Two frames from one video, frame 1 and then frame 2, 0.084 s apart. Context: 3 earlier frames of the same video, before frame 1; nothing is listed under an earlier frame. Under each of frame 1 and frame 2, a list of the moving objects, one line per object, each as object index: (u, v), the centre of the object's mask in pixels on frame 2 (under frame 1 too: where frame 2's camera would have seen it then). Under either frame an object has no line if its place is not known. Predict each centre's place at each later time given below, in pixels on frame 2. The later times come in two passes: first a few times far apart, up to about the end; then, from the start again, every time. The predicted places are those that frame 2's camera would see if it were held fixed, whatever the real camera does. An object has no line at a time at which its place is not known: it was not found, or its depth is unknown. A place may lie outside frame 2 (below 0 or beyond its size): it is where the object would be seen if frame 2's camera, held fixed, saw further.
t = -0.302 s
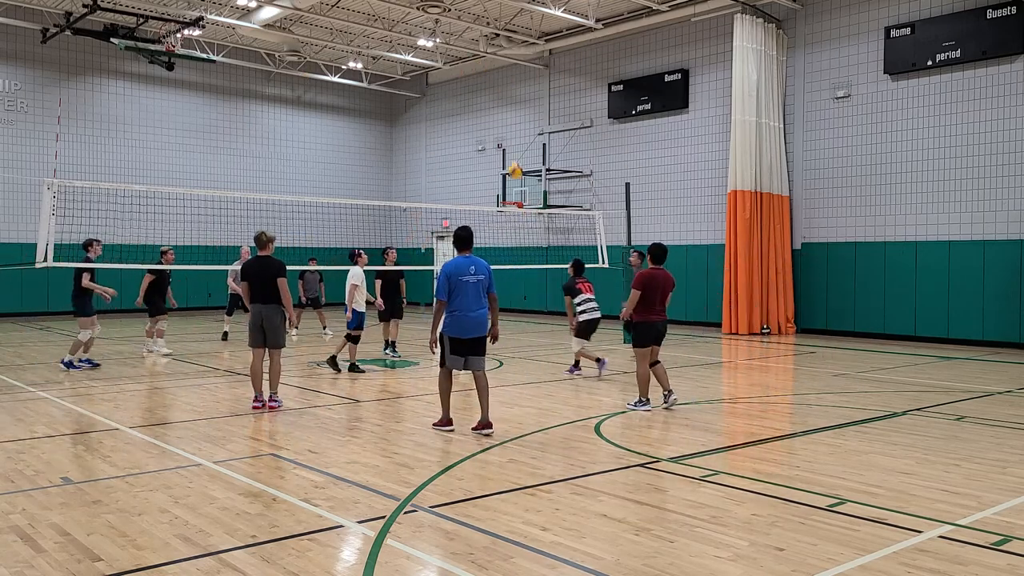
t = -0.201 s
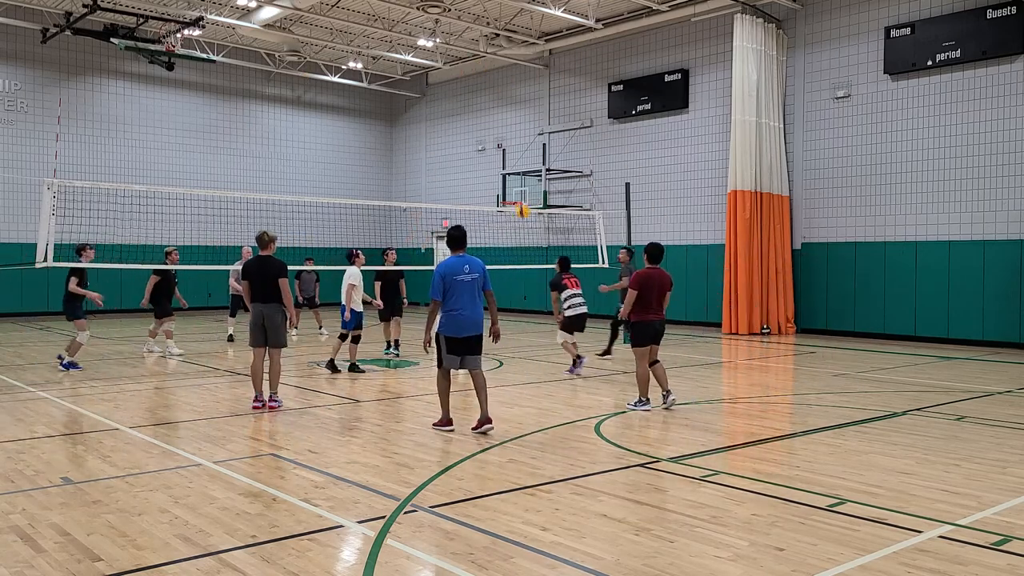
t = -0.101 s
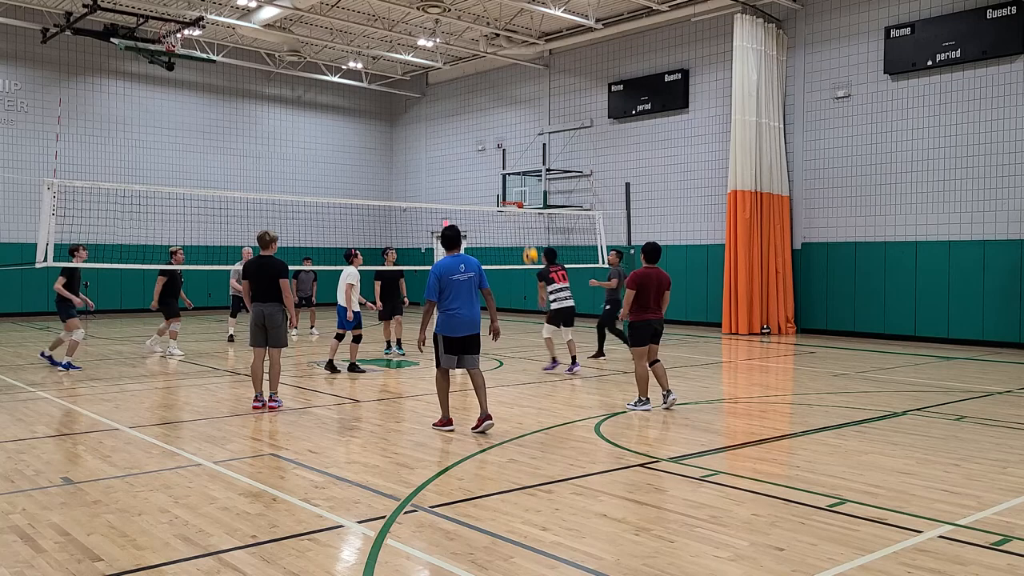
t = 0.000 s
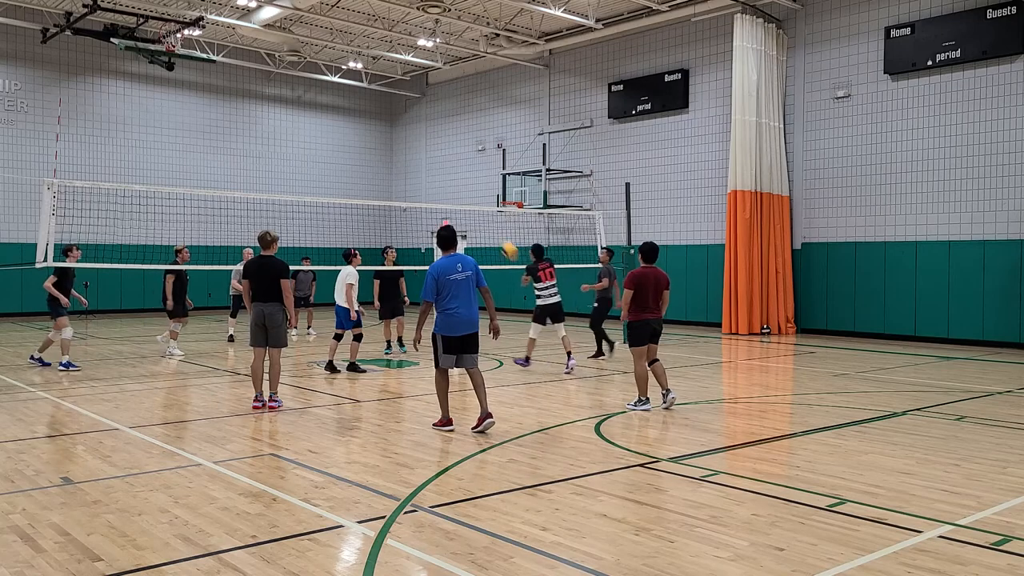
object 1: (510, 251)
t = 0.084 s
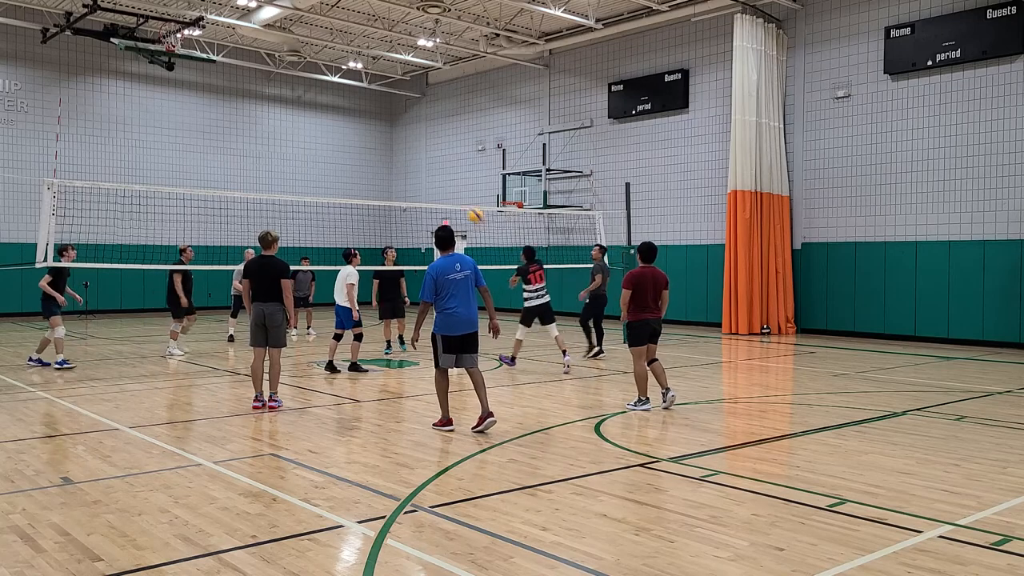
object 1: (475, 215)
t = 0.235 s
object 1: (416, 168)
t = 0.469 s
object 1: (334, 130)
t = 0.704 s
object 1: (261, 130)
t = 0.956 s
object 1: (191, 166)
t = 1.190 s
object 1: (134, 228)
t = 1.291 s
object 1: (113, 260)
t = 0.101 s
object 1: (468, 209)
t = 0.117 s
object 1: (461, 202)
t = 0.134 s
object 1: (454, 197)
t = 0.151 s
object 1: (448, 192)
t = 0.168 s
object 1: (442, 187)
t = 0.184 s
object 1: (436, 182)
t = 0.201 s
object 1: (428, 177)
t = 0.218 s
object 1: (422, 172)
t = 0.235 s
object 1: (416, 168)
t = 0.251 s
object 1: (410, 164)
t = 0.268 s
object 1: (404, 160)
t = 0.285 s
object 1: (399, 156)
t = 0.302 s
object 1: (393, 153)
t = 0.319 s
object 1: (386, 149)
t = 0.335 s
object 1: (380, 146)
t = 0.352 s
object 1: (375, 144)
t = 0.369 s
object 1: (368, 141)
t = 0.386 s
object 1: (363, 139)
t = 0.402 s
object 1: (357, 136)
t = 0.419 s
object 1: (351, 134)
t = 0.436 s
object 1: (346, 133)
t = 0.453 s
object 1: (340, 131)
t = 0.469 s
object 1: (334, 130)
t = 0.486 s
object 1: (328, 129)
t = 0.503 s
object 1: (323, 128)
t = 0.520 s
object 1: (318, 128)
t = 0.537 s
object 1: (313, 127)
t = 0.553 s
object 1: (307, 126)
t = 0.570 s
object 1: (302, 126)
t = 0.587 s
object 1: (297, 127)
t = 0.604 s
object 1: (292, 126)
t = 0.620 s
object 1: (287, 126)
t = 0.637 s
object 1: (281, 126)
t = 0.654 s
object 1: (276, 127)
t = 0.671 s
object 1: (271, 128)
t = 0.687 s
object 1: (265, 128)
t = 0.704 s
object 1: (261, 130)
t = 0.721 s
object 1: (255, 131)
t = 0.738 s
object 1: (251, 132)
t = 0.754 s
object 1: (246, 134)
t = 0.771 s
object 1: (242, 136)
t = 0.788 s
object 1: (237, 138)
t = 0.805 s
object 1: (232, 139)
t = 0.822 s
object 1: (227, 142)
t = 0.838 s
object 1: (223, 144)
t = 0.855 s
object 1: (218, 147)
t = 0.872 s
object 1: (213, 150)
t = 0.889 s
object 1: (209, 152)
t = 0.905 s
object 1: (204, 156)
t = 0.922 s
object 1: (199, 159)
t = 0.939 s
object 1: (195, 162)
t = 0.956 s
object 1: (191, 166)
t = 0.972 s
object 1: (187, 169)
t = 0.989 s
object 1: (183, 173)
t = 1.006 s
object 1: (178, 176)
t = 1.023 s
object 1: (174, 180)
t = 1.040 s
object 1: (170, 183)
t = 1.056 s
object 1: (165, 188)
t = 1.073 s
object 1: (161, 195)
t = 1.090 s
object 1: (158, 198)
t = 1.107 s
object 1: (154, 202)
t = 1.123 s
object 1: (150, 207)
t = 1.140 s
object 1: (147, 212)
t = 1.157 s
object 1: (142, 217)
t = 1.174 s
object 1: (139, 223)
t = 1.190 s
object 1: (134, 228)
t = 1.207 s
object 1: (131, 233)
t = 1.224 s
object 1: (127, 239)
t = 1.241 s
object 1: (123, 246)
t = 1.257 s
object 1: (119, 250)
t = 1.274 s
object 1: (116, 256)
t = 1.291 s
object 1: (113, 260)
